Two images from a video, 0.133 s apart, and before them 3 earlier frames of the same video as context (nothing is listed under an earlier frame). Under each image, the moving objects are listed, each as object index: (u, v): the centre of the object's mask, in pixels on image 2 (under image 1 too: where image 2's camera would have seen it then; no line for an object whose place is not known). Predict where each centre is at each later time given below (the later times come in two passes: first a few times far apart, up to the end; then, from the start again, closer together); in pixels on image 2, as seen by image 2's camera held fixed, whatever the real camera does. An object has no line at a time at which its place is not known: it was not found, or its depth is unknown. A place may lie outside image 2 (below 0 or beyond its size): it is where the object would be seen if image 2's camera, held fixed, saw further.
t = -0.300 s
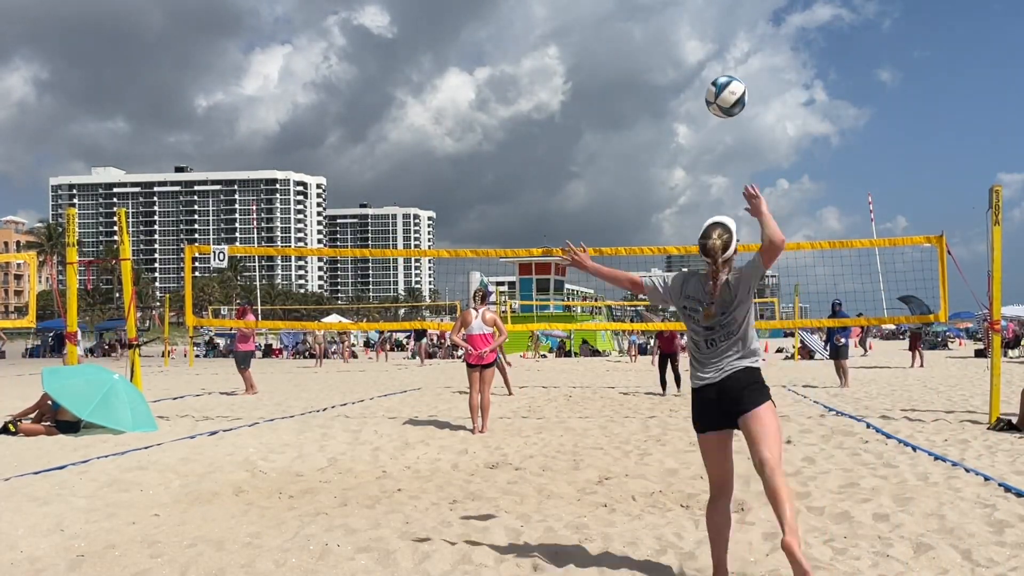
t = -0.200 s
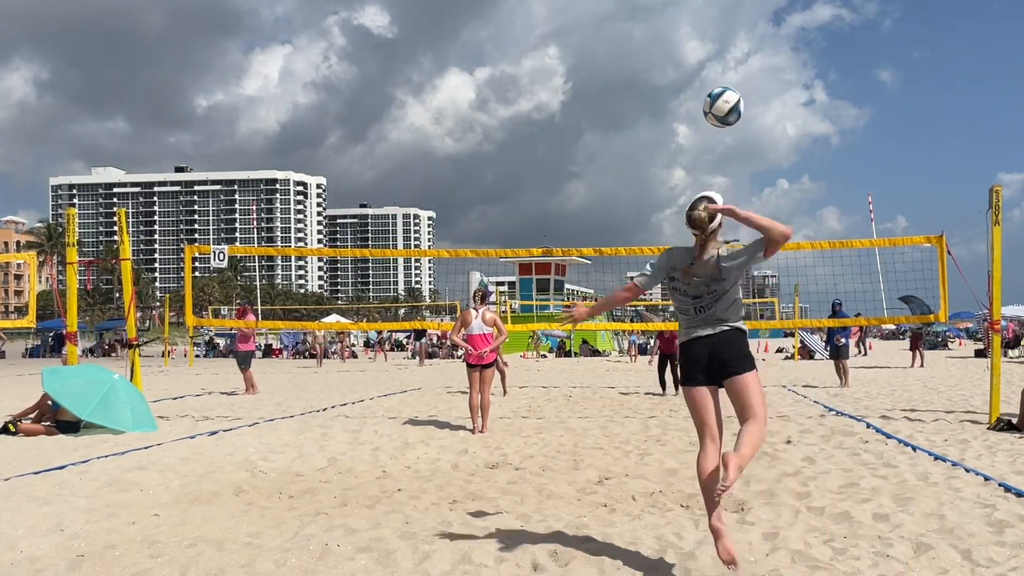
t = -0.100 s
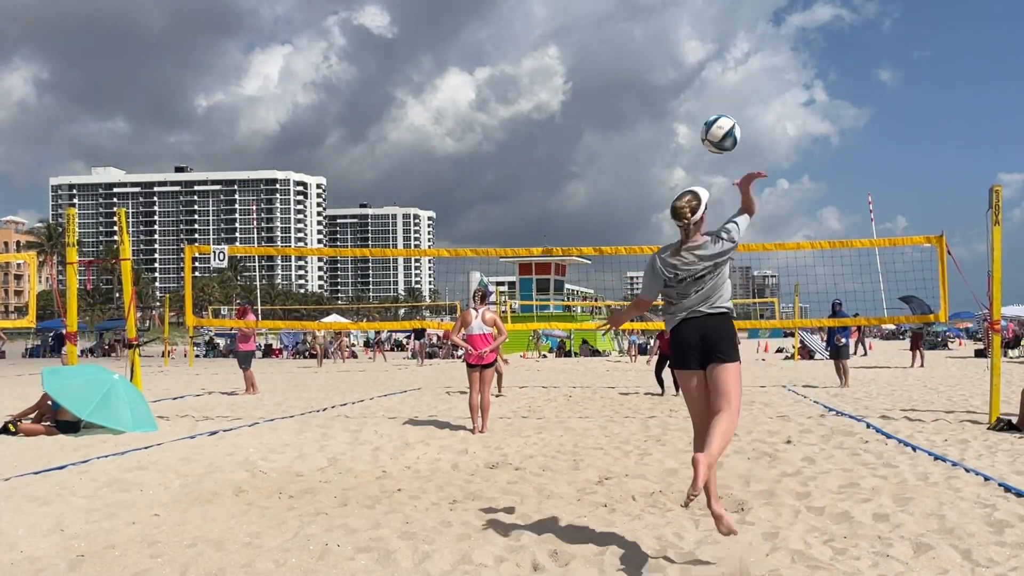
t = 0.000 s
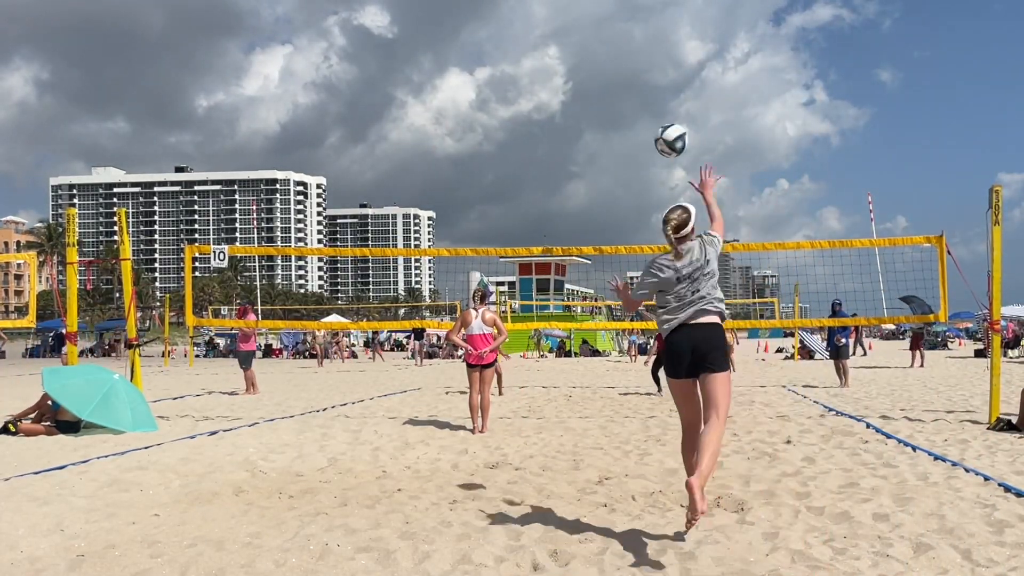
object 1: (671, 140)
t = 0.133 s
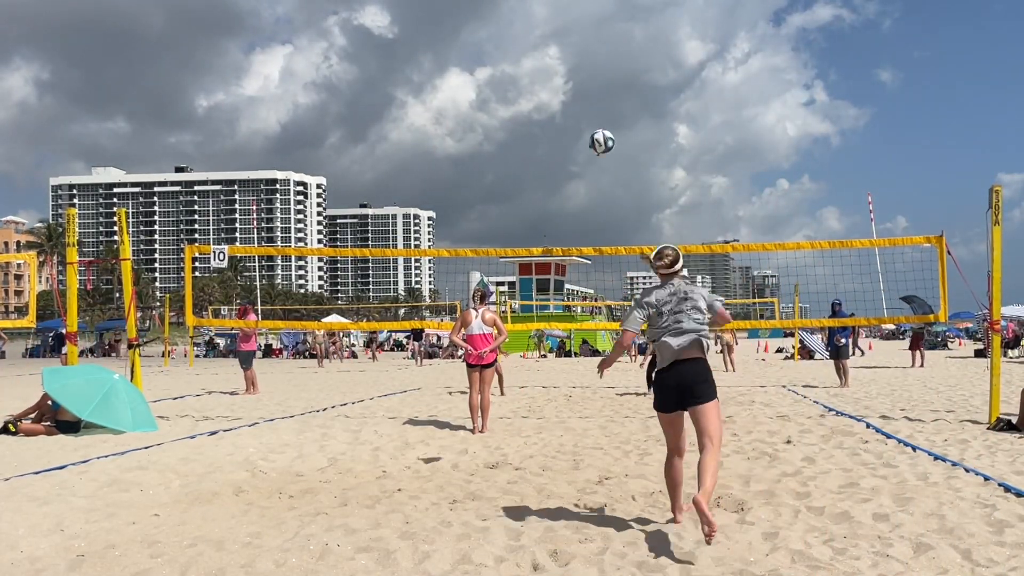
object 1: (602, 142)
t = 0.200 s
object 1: (579, 152)
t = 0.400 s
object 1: (535, 193)
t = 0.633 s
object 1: (502, 259)
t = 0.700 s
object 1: (491, 276)
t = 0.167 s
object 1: (590, 146)
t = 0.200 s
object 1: (579, 152)
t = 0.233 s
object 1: (570, 157)
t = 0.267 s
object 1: (562, 164)
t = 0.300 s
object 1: (554, 170)
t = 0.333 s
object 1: (547, 178)
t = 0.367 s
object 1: (541, 185)
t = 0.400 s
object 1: (535, 193)
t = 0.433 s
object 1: (529, 201)
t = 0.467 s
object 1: (524, 209)
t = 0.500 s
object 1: (519, 218)
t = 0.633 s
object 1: (502, 259)
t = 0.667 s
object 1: (496, 266)
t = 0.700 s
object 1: (491, 276)
